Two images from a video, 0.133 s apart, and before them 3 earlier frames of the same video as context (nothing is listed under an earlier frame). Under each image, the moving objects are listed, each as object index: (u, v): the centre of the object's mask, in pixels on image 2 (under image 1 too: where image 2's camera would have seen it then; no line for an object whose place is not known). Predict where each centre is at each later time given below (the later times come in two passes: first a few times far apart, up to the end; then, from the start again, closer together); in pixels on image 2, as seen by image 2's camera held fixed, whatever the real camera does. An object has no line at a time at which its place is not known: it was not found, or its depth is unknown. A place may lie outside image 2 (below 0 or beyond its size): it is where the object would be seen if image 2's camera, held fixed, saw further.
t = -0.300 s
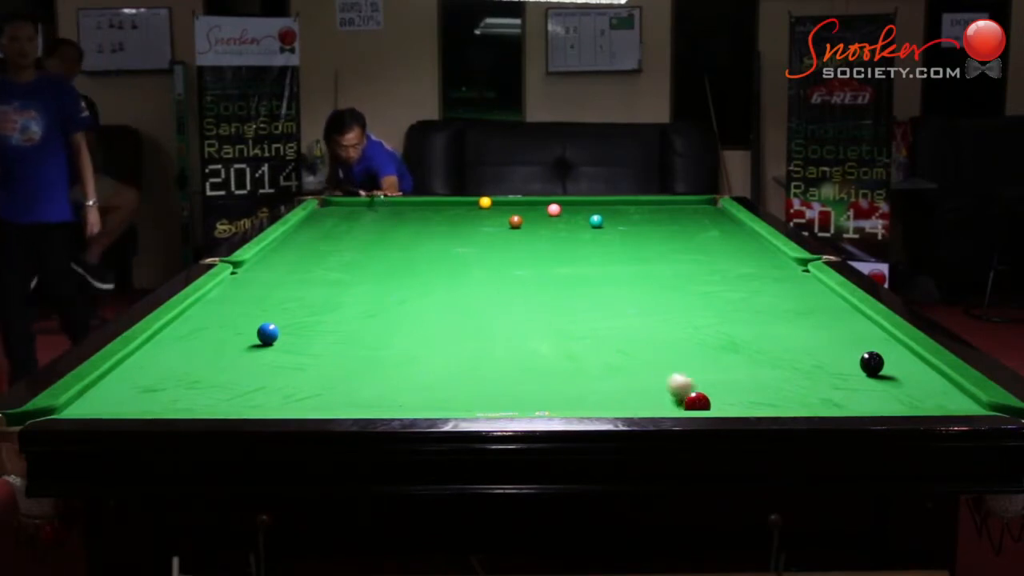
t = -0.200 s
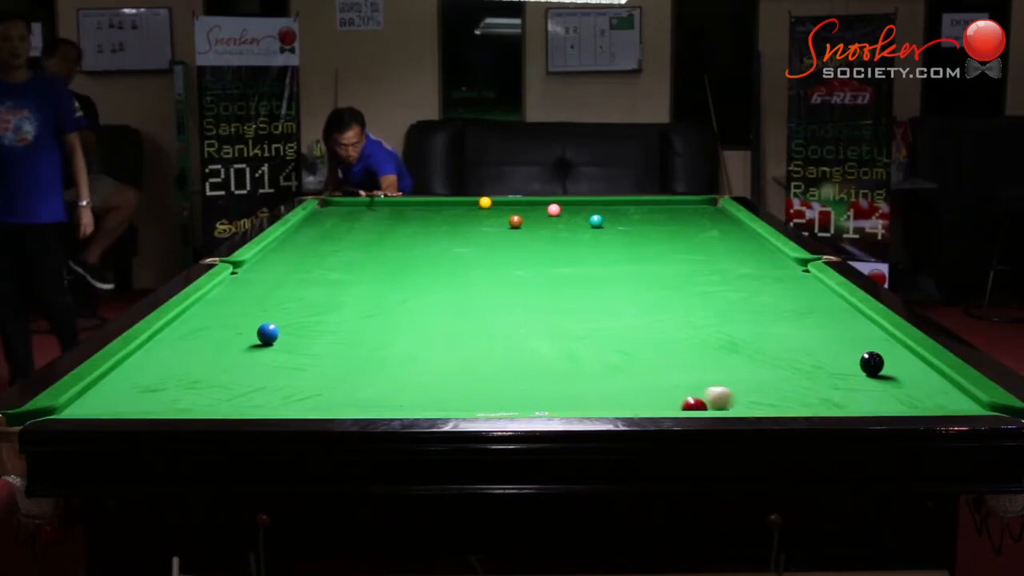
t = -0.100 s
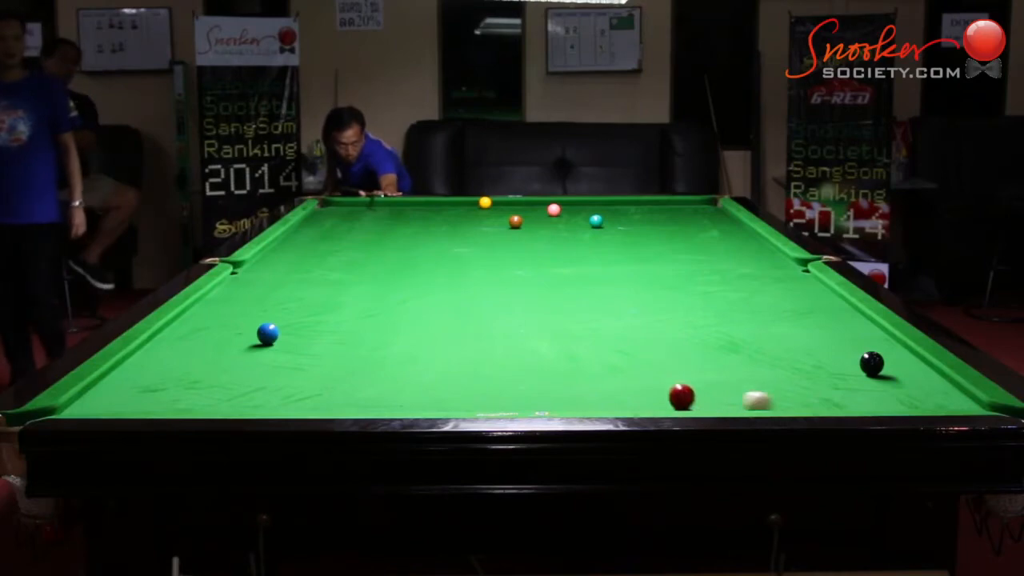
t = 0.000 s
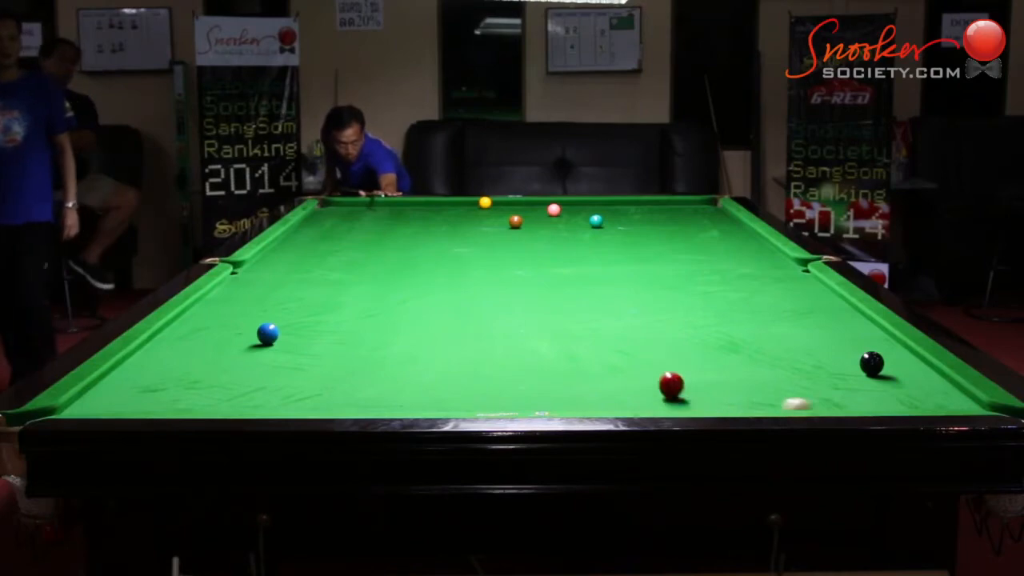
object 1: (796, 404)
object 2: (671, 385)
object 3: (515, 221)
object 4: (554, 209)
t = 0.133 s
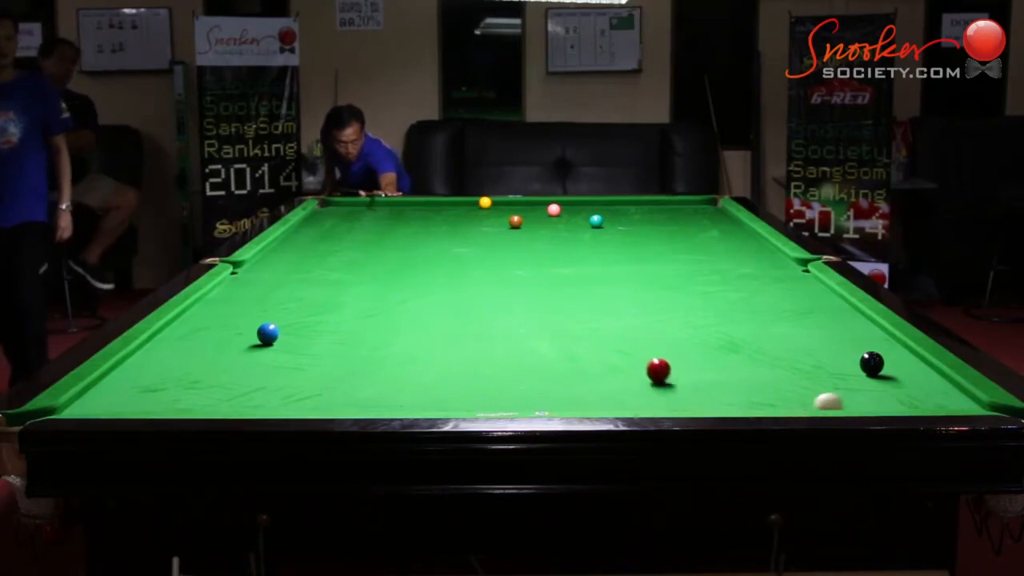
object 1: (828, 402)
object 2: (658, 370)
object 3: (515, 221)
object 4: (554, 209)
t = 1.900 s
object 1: (845, 368)
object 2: (561, 260)
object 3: (515, 221)
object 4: (554, 209)
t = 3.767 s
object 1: (833, 369)
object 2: (545, 216)
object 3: (493, 219)
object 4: (554, 209)
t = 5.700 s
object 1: (834, 369)
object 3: (448, 215)
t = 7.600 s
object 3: (447, 215)
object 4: (544, 203)
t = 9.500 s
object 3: (447, 215)
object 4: (544, 204)
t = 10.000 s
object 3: (447, 215)
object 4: (544, 204)
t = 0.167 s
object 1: (835, 401)
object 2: (655, 367)
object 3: (515, 221)
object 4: (554, 209)
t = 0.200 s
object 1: (841, 400)
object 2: (651, 363)
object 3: (515, 221)
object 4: (554, 209)
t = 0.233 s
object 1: (848, 399)
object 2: (649, 360)
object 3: (515, 221)
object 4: (554, 209)
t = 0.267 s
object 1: (855, 398)
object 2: (646, 357)
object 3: (515, 221)
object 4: (554, 209)
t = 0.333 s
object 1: (868, 396)
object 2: (640, 351)
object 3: (515, 221)
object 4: (554, 209)
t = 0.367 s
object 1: (874, 395)
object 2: (638, 348)
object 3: (515, 221)
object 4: (554, 209)
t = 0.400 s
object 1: (880, 393)
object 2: (635, 345)
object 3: (515, 221)
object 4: (554, 209)
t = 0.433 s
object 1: (886, 392)
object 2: (633, 342)
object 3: (515, 221)
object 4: (554, 209)
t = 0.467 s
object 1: (893, 390)
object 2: (630, 340)
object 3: (515, 221)
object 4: (554, 209)
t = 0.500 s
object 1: (898, 389)
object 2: (628, 337)
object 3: (515, 221)
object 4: (554, 209)
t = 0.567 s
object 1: (910, 386)
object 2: (623, 331)
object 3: (515, 221)
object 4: (554, 209)
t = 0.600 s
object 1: (916, 385)
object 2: (621, 329)
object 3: (515, 221)
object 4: (554, 209)
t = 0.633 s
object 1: (921, 383)
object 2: (619, 326)
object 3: (515, 221)
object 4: (554, 209)
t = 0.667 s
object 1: (927, 382)
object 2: (617, 324)
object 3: (515, 221)
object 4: (554, 209)
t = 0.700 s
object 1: (933, 380)
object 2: (615, 321)
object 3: (515, 221)
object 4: (554, 209)
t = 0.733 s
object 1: (938, 379)
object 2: (613, 319)
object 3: (515, 221)
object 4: (554, 209)
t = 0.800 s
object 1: (932, 377)
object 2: (609, 314)
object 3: (515, 221)
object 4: (554, 209)
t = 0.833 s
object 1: (926, 375)
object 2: (607, 312)
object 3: (515, 221)
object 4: (554, 209)
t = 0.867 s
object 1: (919, 374)
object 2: (605, 310)
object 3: (515, 221)
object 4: (554, 209)
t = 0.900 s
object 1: (913, 373)
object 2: (603, 308)
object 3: (515, 221)
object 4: (554, 209)
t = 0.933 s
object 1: (908, 372)
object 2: (601, 306)
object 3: (515, 221)
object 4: (554, 209)
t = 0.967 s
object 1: (902, 371)
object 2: (599, 304)
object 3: (515, 221)
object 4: (554, 209)
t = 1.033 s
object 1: (891, 369)
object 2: (596, 300)
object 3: (515, 221)
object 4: (554, 209)
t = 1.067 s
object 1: (887, 368)
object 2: (594, 298)
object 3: (515, 221)
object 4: (554, 209)
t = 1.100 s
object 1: (885, 368)
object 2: (593, 296)
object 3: (515, 221)
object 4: (554, 209)
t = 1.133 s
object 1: (883, 368)
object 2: (591, 294)
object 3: (515, 221)
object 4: (554, 209)
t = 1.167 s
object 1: (880, 368)
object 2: (590, 293)
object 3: (515, 221)
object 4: (554, 209)
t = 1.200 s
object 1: (878, 368)
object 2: (588, 291)
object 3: (515, 221)
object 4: (554, 209)
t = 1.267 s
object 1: (874, 368)
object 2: (585, 288)
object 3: (515, 221)
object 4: (554, 209)
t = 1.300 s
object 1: (872, 368)
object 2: (583, 286)
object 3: (515, 221)
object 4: (554, 209)
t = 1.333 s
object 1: (871, 368)
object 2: (582, 284)
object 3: (515, 221)
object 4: (554, 209)
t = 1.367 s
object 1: (869, 368)
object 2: (580, 282)
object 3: (515, 221)
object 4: (554, 209)
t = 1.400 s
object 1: (866, 368)
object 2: (579, 281)
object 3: (515, 221)
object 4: (554, 209)
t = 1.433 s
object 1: (865, 368)
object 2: (578, 279)
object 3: (515, 221)
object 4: (554, 209)
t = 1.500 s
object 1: (861, 368)
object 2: (575, 277)
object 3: (515, 221)
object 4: (554, 209)
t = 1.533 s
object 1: (860, 368)
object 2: (574, 275)
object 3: (515, 221)
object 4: (554, 209)
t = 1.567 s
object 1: (858, 368)
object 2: (572, 273)
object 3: (515, 221)
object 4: (554, 209)
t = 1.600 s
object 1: (856, 368)
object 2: (571, 272)
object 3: (515, 221)
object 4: (554, 209)
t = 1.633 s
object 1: (855, 368)
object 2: (570, 271)
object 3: (515, 221)
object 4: (554, 209)
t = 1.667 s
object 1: (854, 368)
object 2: (569, 269)
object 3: (515, 221)
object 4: (554, 209)
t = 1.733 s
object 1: (851, 368)
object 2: (566, 266)
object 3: (515, 221)
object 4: (554, 209)
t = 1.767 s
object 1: (849, 368)
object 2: (566, 265)
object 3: (515, 221)
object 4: (554, 209)
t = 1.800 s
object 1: (848, 368)
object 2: (564, 264)
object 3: (515, 221)
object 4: (554, 209)
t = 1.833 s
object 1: (847, 368)
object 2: (563, 263)
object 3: (515, 221)
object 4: (554, 209)
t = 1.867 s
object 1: (846, 368)
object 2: (562, 261)
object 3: (515, 221)
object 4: (554, 209)
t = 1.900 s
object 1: (845, 368)
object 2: (561, 260)
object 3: (515, 221)
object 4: (554, 209)
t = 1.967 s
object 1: (843, 368)
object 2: (559, 258)
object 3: (515, 221)
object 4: (554, 209)
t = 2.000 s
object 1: (842, 368)
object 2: (558, 257)
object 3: (515, 221)
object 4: (554, 209)
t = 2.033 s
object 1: (841, 368)
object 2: (557, 255)
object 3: (515, 221)
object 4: (554, 209)
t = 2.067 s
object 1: (840, 368)
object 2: (556, 254)
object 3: (515, 221)
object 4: (554, 209)
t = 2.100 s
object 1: (839, 368)
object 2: (555, 253)
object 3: (515, 221)
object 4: (554, 209)
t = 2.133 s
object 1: (838, 368)
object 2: (554, 252)
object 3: (515, 221)
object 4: (554, 209)
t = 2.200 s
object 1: (837, 369)
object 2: (552, 250)
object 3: (515, 221)
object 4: (554, 209)
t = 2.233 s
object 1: (836, 368)
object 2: (551, 249)
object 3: (515, 221)
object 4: (554, 209)
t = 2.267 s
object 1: (836, 368)
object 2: (550, 248)
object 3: (515, 221)
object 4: (554, 209)
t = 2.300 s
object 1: (835, 368)
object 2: (549, 247)
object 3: (515, 221)
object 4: (554, 209)
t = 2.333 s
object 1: (835, 368)
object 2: (548, 246)
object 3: (515, 221)
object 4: (554, 209)
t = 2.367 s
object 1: (834, 368)
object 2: (547, 245)
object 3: (515, 221)
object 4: (554, 209)
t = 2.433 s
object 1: (833, 368)
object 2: (546, 243)
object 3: (515, 221)
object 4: (554, 209)
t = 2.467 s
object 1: (833, 368)
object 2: (545, 242)
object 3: (515, 221)
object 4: (554, 209)
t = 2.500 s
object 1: (833, 369)
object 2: (544, 241)
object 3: (515, 221)
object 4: (554, 209)
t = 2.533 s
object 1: (833, 369)
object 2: (543, 240)
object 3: (515, 221)
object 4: (554, 209)
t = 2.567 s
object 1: (833, 369)
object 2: (543, 239)
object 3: (515, 221)
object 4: (554, 209)
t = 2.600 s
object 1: (833, 369)
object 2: (542, 238)
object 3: (515, 221)
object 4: (554, 209)
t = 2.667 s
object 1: (833, 369)
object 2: (540, 237)
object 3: (515, 221)
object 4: (554, 209)
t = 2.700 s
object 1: (832, 369)
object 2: (539, 236)
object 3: (515, 221)
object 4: (554, 209)
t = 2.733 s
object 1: (833, 369)
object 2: (539, 235)
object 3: (515, 221)
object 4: (554, 209)
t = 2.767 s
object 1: (833, 369)
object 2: (538, 234)
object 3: (515, 221)
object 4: (554, 209)
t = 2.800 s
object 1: (833, 369)
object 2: (537, 234)
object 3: (515, 221)
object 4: (554, 209)
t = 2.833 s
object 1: (833, 369)
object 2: (536, 232)
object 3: (515, 221)
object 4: (554, 209)
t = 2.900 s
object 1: (833, 369)
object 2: (535, 231)
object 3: (515, 221)
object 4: (554, 209)
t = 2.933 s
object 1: (833, 369)
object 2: (534, 230)
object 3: (515, 221)
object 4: (554, 209)
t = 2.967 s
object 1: (833, 369)
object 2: (534, 229)
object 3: (515, 221)
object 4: (554, 209)
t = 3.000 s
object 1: (833, 369)
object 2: (533, 229)
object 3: (515, 221)
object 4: (554, 209)
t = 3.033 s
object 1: (833, 369)
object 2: (532, 228)
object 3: (515, 221)
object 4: (554, 209)
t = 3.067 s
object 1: (833, 369)
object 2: (532, 227)
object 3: (515, 221)
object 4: (554, 209)
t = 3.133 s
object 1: (833, 369)
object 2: (530, 226)
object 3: (515, 221)
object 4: (554, 209)
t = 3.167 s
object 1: (833, 369)
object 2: (530, 225)
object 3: (516, 221)
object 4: (554, 209)
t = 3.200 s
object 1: (833, 369)
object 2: (530, 225)
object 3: (516, 221)
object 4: (554, 209)
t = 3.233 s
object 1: (833, 369)
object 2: (529, 224)
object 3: (515, 221)
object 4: (554, 209)
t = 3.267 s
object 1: (833, 369)
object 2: (528, 223)
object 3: (515, 221)
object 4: (554, 209)
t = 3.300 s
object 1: (833, 369)
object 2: (528, 223)
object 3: (515, 221)
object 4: (554, 209)
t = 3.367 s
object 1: (833, 369)
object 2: (531, 222)
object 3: (511, 221)
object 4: (554, 209)
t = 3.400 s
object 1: (833, 369)
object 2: (532, 221)
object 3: (510, 221)
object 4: (554, 209)
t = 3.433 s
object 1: (833, 369)
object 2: (533, 221)
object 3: (508, 221)
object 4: (554, 209)
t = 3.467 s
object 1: (833, 369)
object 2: (534, 220)
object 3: (506, 220)
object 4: (554, 209)
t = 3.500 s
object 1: (833, 369)
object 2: (536, 220)
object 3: (505, 220)
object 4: (554, 209)
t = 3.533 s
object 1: (833, 369)
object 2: (537, 219)
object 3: (503, 220)
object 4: (554, 209)
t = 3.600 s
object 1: (833, 369)
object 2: (539, 218)
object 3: (500, 220)
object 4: (554, 209)
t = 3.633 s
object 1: (833, 369)
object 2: (541, 218)
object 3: (499, 220)
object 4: (554, 209)
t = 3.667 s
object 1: (833, 369)
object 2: (542, 218)
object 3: (497, 220)
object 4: (554, 209)
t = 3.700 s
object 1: (833, 369)
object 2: (543, 217)
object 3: (496, 220)
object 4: (554, 209)
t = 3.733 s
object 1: (833, 369)
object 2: (544, 217)
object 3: (494, 220)
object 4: (554, 209)
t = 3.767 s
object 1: (833, 369)
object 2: (545, 216)
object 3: (493, 219)
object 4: (554, 209)
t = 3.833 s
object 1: (833, 369)
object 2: (546, 216)
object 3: (490, 219)
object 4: (555, 209)
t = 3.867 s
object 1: (833, 369)
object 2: (548, 215)
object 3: (489, 219)
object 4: (555, 208)
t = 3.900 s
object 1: (833, 369)
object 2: (549, 215)
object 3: (488, 219)
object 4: (555, 208)
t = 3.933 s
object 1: (833, 369)
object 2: (550, 214)
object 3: (486, 219)
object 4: (555, 208)
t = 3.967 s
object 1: (833, 369)
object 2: (551, 214)
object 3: (485, 219)
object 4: (556, 208)
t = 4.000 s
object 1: (833, 369)
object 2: (552, 214)
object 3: (484, 219)
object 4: (555, 207)
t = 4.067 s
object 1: (833, 369)
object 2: (555, 213)
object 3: (481, 219)
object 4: (554, 207)
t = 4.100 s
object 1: (833, 369)
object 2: (556, 212)
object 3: (480, 218)
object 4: (553, 207)
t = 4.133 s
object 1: (833, 369)
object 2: (557, 212)
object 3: (479, 218)
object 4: (552, 207)
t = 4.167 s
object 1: (833, 369)
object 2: (558, 212)
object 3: (478, 218)
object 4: (551, 208)
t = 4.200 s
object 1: (833, 369)
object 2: (559, 212)
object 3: (477, 218)
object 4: (551, 208)
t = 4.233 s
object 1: (833, 369)
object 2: (561, 212)
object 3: (476, 218)
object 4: (552, 208)
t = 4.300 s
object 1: (833, 369)
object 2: (563, 211)
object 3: (473, 217)
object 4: (552, 209)
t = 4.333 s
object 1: (833, 369)
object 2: (564, 211)
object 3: (472, 218)
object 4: (552, 208)
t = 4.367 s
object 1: (833, 369)
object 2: (565, 211)
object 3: (471, 217)
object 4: (552, 208)
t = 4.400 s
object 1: (833, 369)
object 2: (567, 211)
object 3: (470, 217)
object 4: (552, 208)
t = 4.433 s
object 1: (833, 369)
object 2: (568, 211)
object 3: (469, 217)
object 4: (552, 208)
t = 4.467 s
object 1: (833, 369)
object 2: (569, 211)
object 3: (469, 217)
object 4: (551, 208)
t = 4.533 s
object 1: (833, 369)
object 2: (572, 210)
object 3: (467, 217)
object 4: (551, 208)
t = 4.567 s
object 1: (833, 369)
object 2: (573, 210)
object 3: (466, 217)
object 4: (551, 207)
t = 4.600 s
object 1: (833, 369)
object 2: (574, 210)
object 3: (465, 217)
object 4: (550, 207)
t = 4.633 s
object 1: (833, 369)
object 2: (575, 210)
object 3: (464, 217)
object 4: (550, 207)
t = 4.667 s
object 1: (833, 369)
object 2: (576, 210)
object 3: (463, 217)
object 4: (550, 207)
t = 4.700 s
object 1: (833, 369)
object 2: (577, 210)
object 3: (463, 217)
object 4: (550, 207)
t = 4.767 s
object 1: (833, 369)
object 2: (579, 210)
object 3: (461, 217)
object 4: (549, 207)
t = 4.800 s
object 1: (833, 369)
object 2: (580, 210)
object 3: (460, 217)
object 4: (549, 207)
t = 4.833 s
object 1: (833, 369)
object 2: (581, 210)
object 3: (460, 217)
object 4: (549, 206)
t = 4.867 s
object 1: (833, 369)
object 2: (582, 210)
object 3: (459, 217)
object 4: (549, 206)
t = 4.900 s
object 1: (833, 369)
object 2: (583, 210)
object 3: (458, 217)
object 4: (549, 206)
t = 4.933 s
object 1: (833, 369)
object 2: (583, 210)
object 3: (458, 217)
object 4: (548, 206)
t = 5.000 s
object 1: (833, 369)
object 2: (585, 209)
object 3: (456, 216)
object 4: (548, 206)
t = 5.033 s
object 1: (833, 369)
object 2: (586, 209)
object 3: (455, 216)
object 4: (548, 206)
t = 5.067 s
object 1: (833, 369)
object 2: (587, 209)
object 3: (455, 216)
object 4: (547, 206)
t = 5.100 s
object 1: (833, 369)
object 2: (588, 209)
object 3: (454, 216)
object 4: (547, 206)
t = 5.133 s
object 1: (833, 369)
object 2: (588, 209)
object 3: (454, 216)
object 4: (547, 205)
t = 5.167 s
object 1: (833, 369)
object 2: (589, 209)
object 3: (454, 216)
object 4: (547, 205)
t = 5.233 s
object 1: (833, 369)
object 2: (591, 209)
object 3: (453, 216)
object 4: (547, 205)
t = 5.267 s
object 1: (833, 369)
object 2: (592, 208)
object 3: (453, 216)
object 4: (546, 205)
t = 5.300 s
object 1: (833, 369)
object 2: (592, 208)
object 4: (546, 205)
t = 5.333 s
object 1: (833, 369)
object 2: (593, 208)
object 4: (546, 205)
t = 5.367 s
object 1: (833, 369)
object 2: (593, 208)
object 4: (546, 205)
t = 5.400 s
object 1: (833, 369)
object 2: (594, 208)
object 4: (546, 205)
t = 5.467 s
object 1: (833, 369)
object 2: (595, 208)
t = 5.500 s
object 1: (833, 369)
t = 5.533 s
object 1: (833, 369)
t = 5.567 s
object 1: (833, 369)
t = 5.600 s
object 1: (833, 369)
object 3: (447, 214)
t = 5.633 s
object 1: (833, 369)
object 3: (449, 215)
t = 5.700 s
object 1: (834, 369)
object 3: (448, 215)
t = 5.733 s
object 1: (833, 369)
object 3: (448, 215)
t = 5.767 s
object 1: (834, 369)
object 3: (448, 215)
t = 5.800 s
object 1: (834, 369)
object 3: (447, 215)
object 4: (545, 204)
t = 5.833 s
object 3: (447, 215)
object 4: (545, 203)
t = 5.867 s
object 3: (447, 215)
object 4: (545, 204)
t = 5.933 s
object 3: (447, 215)
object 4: (544, 203)
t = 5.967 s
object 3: (447, 215)
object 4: (544, 203)
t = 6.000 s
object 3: (447, 215)
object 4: (544, 203)
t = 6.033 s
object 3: (447, 215)
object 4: (544, 203)
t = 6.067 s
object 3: (447, 215)
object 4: (544, 203)
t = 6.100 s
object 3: (447, 215)
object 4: (544, 203)
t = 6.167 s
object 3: (447, 215)
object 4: (544, 203)
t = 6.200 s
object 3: (447, 215)
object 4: (544, 203)
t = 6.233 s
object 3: (447, 215)
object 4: (544, 203)
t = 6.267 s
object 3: (447, 215)
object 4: (544, 203)
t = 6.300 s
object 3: (447, 215)
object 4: (544, 203)
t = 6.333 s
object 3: (448, 215)
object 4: (544, 203)
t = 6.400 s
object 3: (448, 215)
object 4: (544, 203)
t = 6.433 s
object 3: (447, 215)
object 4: (544, 203)
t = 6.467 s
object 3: (448, 215)
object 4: (544, 203)
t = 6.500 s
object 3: (448, 215)
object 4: (544, 203)
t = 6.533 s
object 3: (448, 215)
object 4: (544, 203)
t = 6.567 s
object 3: (448, 215)
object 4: (544, 203)
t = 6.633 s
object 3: (447, 215)
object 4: (544, 203)
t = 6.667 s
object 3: (447, 215)
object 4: (544, 203)
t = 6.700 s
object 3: (447, 215)
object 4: (544, 203)
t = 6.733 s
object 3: (447, 215)
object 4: (544, 203)
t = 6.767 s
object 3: (447, 215)
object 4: (544, 203)
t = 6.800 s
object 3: (448, 215)
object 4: (544, 203)
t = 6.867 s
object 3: (447, 215)
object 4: (544, 203)
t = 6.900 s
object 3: (447, 215)
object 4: (544, 203)
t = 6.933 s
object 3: (447, 215)
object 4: (544, 203)
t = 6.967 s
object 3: (447, 215)
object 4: (544, 203)
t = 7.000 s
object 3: (447, 215)
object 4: (544, 203)
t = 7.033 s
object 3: (447, 215)
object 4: (544, 203)
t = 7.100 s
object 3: (447, 215)
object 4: (544, 203)
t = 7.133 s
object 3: (447, 215)
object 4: (544, 203)
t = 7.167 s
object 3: (447, 215)
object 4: (544, 203)
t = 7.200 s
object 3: (448, 216)
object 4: (544, 203)
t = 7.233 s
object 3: (447, 215)
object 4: (544, 203)
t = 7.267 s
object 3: (447, 215)
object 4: (544, 203)
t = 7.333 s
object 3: (447, 215)
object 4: (544, 203)
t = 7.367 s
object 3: (447, 215)
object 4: (544, 203)
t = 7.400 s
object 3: (447, 216)
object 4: (544, 203)
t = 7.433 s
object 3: (447, 215)
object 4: (544, 203)
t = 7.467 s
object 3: (447, 215)
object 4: (544, 203)
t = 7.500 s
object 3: (447, 215)
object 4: (544, 203)
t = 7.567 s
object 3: (447, 215)
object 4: (544, 203)
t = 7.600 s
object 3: (447, 215)
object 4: (544, 203)
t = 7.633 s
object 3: (447, 215)
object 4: (544, 203)
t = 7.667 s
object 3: (447, 215)
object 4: (544, 203)
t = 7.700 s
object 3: (447, 215)
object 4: (544, 203)
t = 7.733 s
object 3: (447, 215)
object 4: (544, 203)
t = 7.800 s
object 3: (447, 215)
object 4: (544, 203)
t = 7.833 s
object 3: (447, 215)
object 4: (544, 203)
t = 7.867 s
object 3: (447, 215)
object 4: (544, 203)
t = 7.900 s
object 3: (447, 215)
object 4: (544, 203)
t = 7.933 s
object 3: (447, 215)
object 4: (544, 203)
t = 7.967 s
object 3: (447, 215)
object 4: (544, 203)
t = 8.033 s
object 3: (447, 215)
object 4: (544, 203)
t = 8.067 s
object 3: (447, 215)
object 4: (544, 203)
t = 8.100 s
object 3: (447, 215)
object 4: (544, 203)
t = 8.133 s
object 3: (447, 215)
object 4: (544, 203)
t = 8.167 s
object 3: (447, 215)
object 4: (544, 203)
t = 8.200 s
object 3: (447, 215)
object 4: (544, 203)
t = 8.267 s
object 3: (447, 215)
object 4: (544, 203)
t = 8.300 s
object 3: (447, 215)
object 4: (544, 203)
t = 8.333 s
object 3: (447, 215)
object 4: (544, 203)
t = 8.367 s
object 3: (447, 215)
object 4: (544, 204)
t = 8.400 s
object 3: (447, 215)
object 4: (544, 204)
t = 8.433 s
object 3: (447, 215)
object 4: (544, 203)
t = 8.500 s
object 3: (447, 215)
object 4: (544, 203)
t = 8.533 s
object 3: (447, 215)
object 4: (544, 204)
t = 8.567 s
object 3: (447, 215)
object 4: (544, 204)
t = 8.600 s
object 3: (447, 215)
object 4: (544, 204)
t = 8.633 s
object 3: (447, 215)
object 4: (544, 204)
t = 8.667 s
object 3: (447, 215)
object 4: (544, 204)
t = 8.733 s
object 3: (447, 216)
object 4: (544, 204)
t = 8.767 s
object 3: (447, 215)
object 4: (544, 204)
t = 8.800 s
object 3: (447, 216)
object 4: (544, 204)
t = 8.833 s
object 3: (447, 216)
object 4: (544, 204)
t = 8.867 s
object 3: (447, 215)
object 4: (544, 204)
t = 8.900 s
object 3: (447, 216)
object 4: (544, 204)
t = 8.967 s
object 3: (447, 216)
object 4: (544, 204)
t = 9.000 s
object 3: (447, 216)
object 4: (544, 204)
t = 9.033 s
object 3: (447, 216)
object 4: (544, 204)
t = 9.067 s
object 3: (447, 216)
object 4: (544, 204)
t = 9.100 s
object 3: (447, 215)
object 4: (544, 204)
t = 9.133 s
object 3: (447, 216)
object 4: (544, 204)
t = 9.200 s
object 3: (447, 215)
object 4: (544, 204)
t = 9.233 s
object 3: (447, 215)
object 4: (544, 204)
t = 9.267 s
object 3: (447, 215)
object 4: (544, 204)
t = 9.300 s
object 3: (447, 215)
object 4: (544, 204)
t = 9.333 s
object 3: (447, 215)
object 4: (544, 204)
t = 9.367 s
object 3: (447, 215)
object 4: (544, 204)
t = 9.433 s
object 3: (447, 215)
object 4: (544, 204)
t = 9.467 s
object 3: (447, 215)
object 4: (544, 204)
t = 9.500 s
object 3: (447, 215)
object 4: (544, 204)
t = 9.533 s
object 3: (447, 215)
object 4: (544, 204)
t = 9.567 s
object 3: (447, 215)
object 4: (544, 204)
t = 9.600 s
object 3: (447, 215)
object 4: (544, 204)
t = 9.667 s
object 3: (447, 215)
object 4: (544, 204)
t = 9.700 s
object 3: (447, 215)
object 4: (544, 204)
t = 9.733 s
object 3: (447, 215)
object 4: (544, 204)
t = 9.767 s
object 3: (447, 215)
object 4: (544, 204)
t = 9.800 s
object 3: (447, 215)
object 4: (544, 204)
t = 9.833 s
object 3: (447, 215)
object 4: (544, 204)
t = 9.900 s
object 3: (447, 215)
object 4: (544, 204)
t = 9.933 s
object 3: (447, 215)
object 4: (544, 204)
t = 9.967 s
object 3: (447, 215)
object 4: (544, 204)
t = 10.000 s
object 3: (447, 215)
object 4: (544, 204)
